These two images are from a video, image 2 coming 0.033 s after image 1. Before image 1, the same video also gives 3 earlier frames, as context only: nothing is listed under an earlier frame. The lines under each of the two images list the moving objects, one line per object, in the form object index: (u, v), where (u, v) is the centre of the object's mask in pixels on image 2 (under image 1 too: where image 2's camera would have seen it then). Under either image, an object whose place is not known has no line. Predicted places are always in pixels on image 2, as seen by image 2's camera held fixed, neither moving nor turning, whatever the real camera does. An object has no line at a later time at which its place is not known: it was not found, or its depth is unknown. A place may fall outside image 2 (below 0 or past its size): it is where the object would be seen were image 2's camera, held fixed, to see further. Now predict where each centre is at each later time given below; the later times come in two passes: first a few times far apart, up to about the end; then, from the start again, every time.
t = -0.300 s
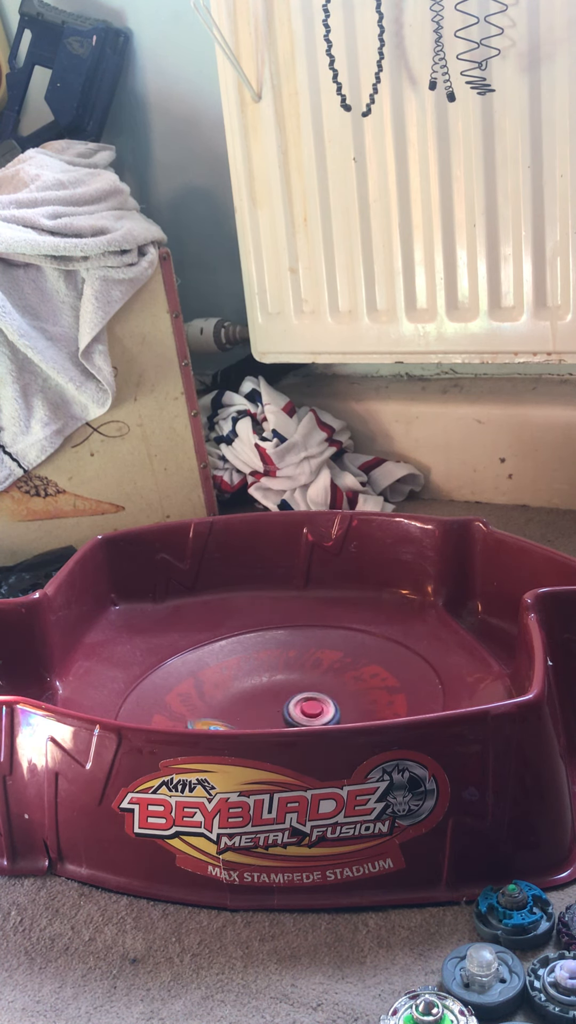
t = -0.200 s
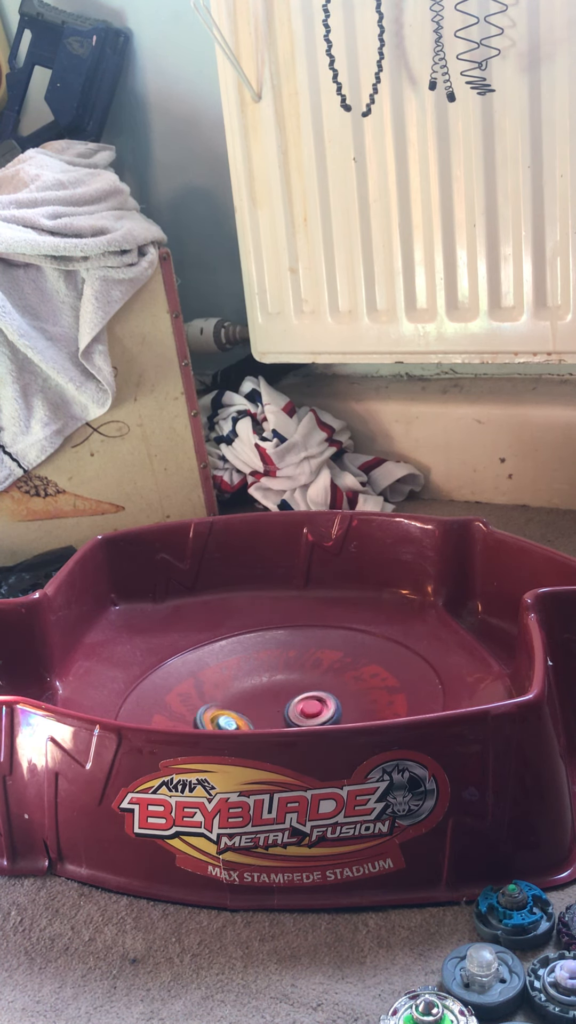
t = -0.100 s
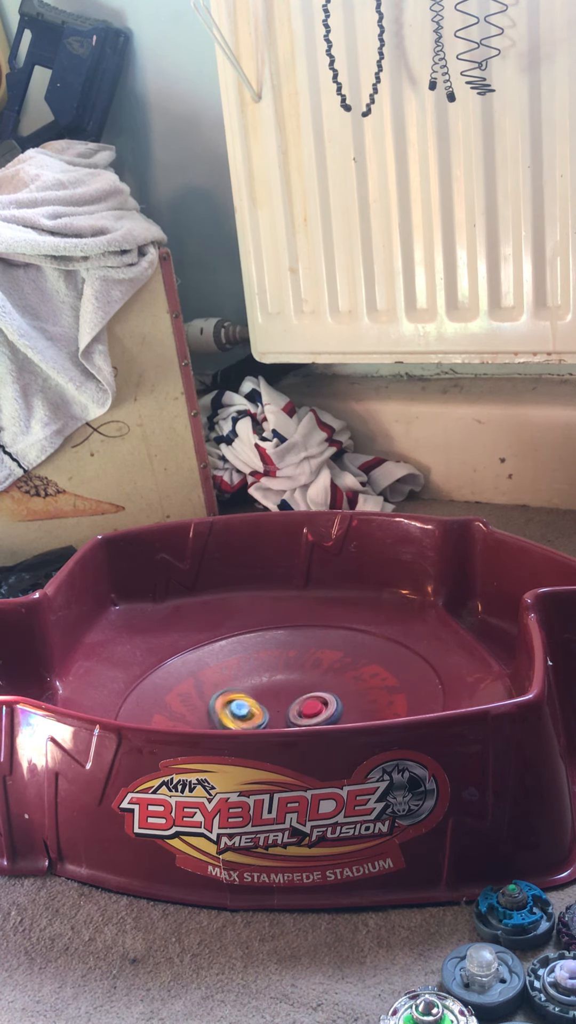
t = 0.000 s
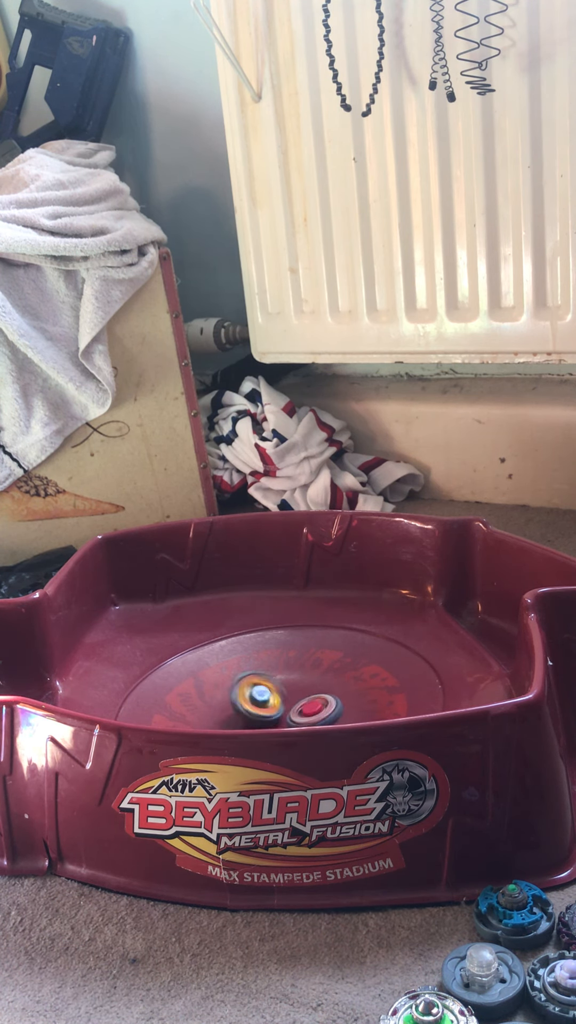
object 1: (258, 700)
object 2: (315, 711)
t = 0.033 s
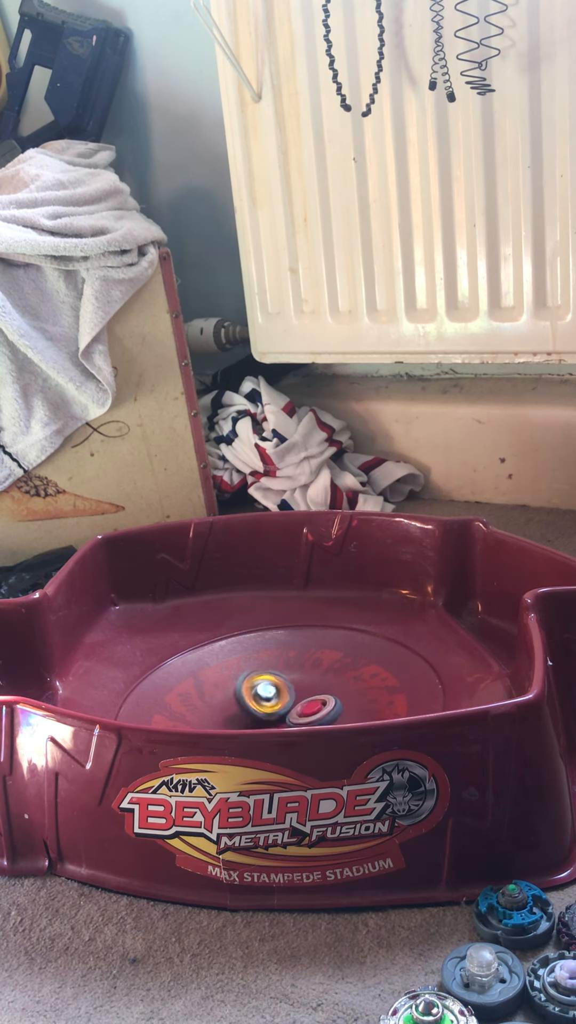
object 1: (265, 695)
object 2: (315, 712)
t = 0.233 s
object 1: (313, 673)
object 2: (312, 714)
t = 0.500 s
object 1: (345, 672)
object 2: (309, 711)
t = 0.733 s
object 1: (337, 688)
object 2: (302, 715)
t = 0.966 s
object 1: (330, 684)
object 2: (298, 715)
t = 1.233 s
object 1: (336, 685)
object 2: (301, 712)
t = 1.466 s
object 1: (339, 681)
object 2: (301, 714)
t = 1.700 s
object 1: (336, 681)
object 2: (298, 715)
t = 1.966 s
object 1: (333, 679)
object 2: (299, 711)
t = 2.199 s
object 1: (327, 685)
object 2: (301, 713)
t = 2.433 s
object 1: (319, 681)
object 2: (298, 715)
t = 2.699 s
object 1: (327, 676)
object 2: (298, 712)
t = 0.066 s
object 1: (271, 690)
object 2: (315, 712)
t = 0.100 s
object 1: (280, 686)
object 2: (315, 713)
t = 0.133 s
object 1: (288, 682)
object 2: (314, 713)
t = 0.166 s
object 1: (297, 677)
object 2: (313, 714)
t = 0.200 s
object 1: (306, 676)
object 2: (313, 714)
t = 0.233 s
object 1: (313, 673)
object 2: (312, 714)
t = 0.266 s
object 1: (322, 671)
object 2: (311, 714)
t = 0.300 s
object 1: (329, 669)
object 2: (310, 714)
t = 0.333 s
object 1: (336, 666)
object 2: (310, 713)
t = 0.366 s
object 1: (340, 666)
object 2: (309, 713)
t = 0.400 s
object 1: (344, 666)
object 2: (309, 712)
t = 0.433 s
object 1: (346, 667)
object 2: (309, 712)
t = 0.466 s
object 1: (345, 669)
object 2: (309, 711)
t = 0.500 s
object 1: (345, 672)
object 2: (309, 711)
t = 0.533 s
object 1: (344, 678)
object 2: (310, 710)
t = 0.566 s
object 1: (343, 682)
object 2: (310, 710)
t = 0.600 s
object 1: (343, 682)
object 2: (307, 711)
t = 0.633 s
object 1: (341, 685)
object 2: (305, 712)
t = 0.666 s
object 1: (339, 687)
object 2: (304, 713)
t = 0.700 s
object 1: (338, 689)
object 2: (302, 714)
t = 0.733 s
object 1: (337, 688)
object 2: (302, 715)
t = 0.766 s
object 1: (335, 689)
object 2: (302, 715)
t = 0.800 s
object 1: (334, 688)
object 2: (301, 715)
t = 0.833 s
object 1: (331, 687)
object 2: (301, 716)
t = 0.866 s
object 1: (331, 687)
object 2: (300, 716)
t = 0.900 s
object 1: (332, 685)
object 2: (300, 716)
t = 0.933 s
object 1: (330, 685)
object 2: (299, 715)
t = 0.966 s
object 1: (330, 684)
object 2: (298, 715)
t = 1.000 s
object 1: (333, 684)
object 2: (298, 714)
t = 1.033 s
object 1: (333, 683)
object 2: (298, 714)
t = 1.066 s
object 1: (333, 682)
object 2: (298, 713)
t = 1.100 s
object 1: (333, 681)
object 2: (298, 713)
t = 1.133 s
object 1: (333, 682)
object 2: (299, 713)
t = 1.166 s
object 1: (334, 685)
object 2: (299, 712)
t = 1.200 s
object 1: (336, 684)
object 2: (300, 712)
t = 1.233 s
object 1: (336, 685)
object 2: (301, 712)
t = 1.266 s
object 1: (333, 685)
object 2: (301, 712)
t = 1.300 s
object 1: (331, 685)
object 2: (302, 712)
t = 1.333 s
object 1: (332, 684)
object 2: (302, 712)
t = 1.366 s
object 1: (333, 684)
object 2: (302, 712)
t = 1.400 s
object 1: (334, 683)
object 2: (301, 713)
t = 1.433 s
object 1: (337, 681)
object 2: (301, 713)
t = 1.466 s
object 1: (339, 681)
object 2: (301, 714)
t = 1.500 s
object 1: (339, 680)
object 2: (301, 714)
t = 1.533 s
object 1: (340, 678)
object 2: (300, 715)
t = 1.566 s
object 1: (340, 678)
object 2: (299, 715)
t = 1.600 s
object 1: (339, 679)
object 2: (299, 715)
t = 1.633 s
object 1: (337, 680)
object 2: (299, 716)
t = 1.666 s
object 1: (337, 680)
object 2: (299, 715)
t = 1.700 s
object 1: (336, 681)
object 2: (298, 715)
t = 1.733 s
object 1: (334, 681)
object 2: (297, 715)
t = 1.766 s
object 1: (334, 681)
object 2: (297, 714)
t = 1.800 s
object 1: (335, 680)
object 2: (297, 713)
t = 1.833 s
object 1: (333, 678)
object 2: (297, 713)
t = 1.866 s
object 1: (331, 677)
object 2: (298, 712)
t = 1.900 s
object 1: (330, 676)
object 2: (298, 712)
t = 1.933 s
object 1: (332, 677)
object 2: (299, 712)
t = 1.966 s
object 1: (333, 679)
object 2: (299, 711)
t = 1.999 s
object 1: (334, 678)
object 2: (299, 712)
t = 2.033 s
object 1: (335, 678)
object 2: (300, 712)
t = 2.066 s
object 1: (334, 677)
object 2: (300, 712)
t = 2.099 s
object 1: (333, 682)
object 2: (301, 712)
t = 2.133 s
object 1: (332, 684)
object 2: (301, 712)
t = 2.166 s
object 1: (329, 685)
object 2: (301, 713)
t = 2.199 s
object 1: (327, 685)
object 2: (301, 713)
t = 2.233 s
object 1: (326, 685)
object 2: (301, 714)
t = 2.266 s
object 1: (322, 685)
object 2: (301, 714)
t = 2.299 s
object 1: (319, 686)
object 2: (300, 715)
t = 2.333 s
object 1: (318, 685)
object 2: (299, 715)
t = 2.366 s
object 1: (317, 684)
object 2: (299, 716)
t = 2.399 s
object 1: (318, 683)
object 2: (299, 716)
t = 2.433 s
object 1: (319, 681)
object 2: (298, 715)
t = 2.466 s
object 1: (320, 680)
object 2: (298, 715)
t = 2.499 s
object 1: (322, 679)
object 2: (297, 714)
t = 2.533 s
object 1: (322, 679)
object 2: (297, 714)
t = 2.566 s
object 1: (322, 678)
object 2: (297, 713)
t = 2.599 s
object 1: (323, 677)
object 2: (297, 713)
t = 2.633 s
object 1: (325, 676)
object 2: (298, 712)
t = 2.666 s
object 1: (326, 676)
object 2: (298, 712)
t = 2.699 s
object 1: (327, 676)
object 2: (298, 712)
